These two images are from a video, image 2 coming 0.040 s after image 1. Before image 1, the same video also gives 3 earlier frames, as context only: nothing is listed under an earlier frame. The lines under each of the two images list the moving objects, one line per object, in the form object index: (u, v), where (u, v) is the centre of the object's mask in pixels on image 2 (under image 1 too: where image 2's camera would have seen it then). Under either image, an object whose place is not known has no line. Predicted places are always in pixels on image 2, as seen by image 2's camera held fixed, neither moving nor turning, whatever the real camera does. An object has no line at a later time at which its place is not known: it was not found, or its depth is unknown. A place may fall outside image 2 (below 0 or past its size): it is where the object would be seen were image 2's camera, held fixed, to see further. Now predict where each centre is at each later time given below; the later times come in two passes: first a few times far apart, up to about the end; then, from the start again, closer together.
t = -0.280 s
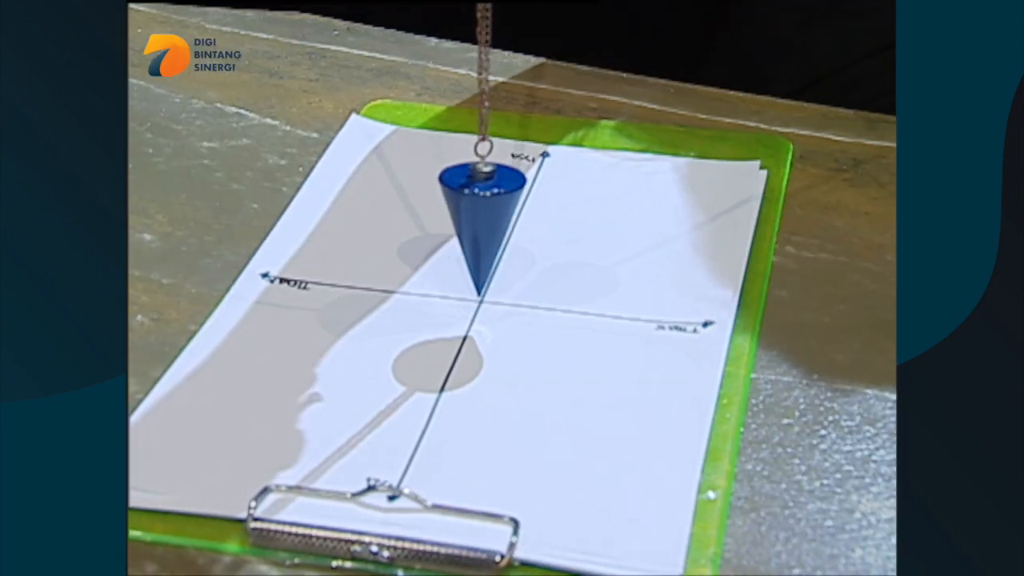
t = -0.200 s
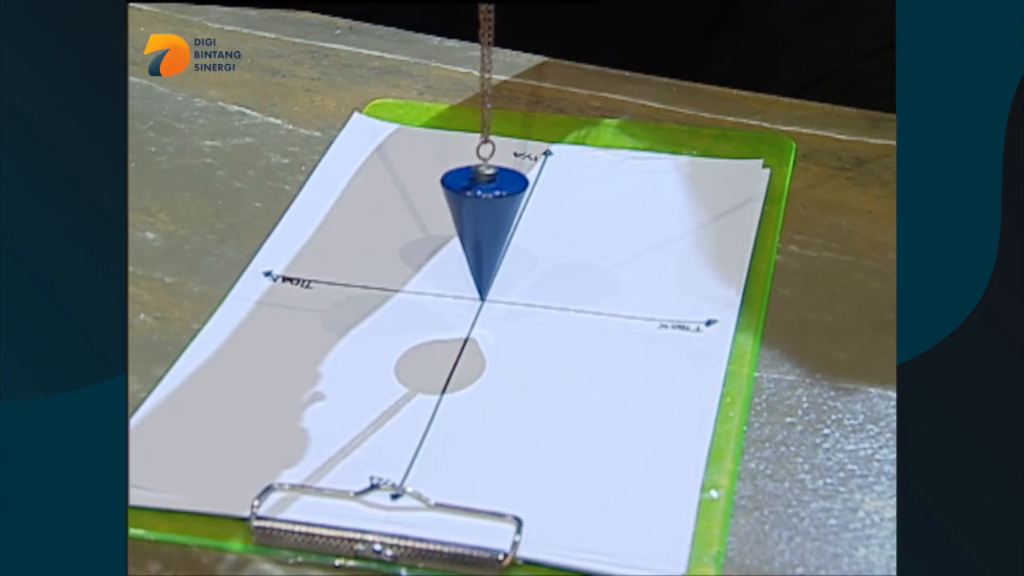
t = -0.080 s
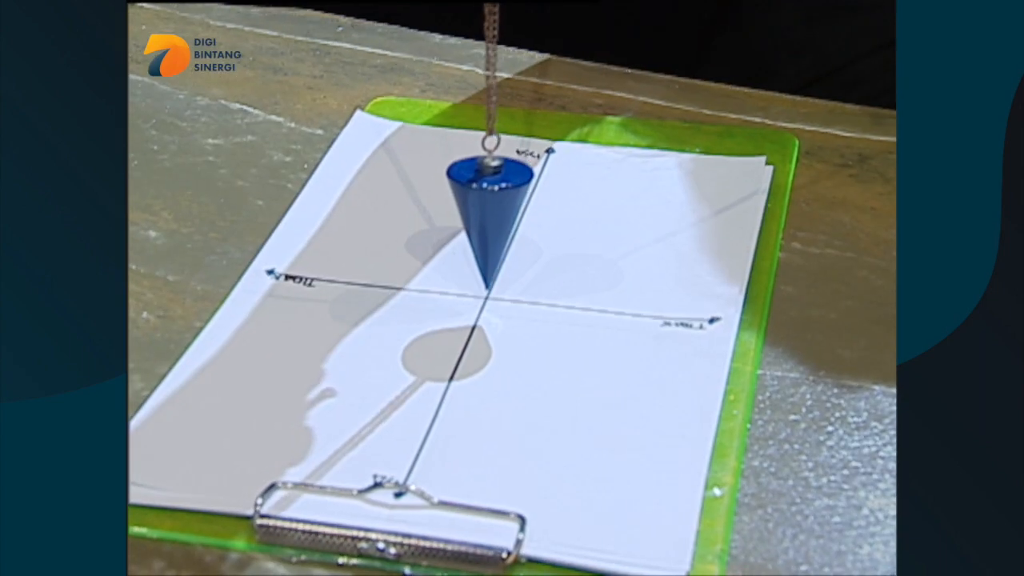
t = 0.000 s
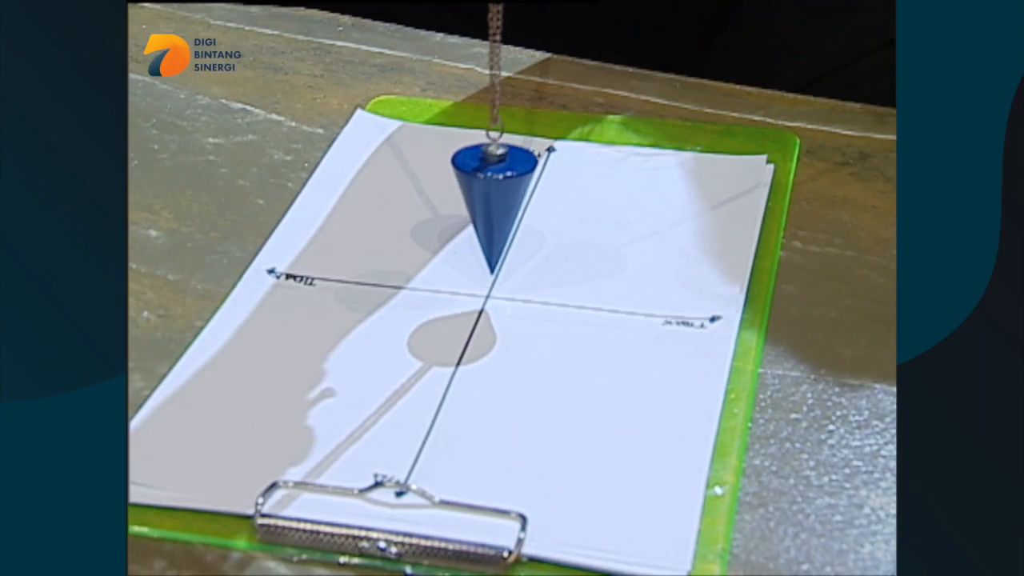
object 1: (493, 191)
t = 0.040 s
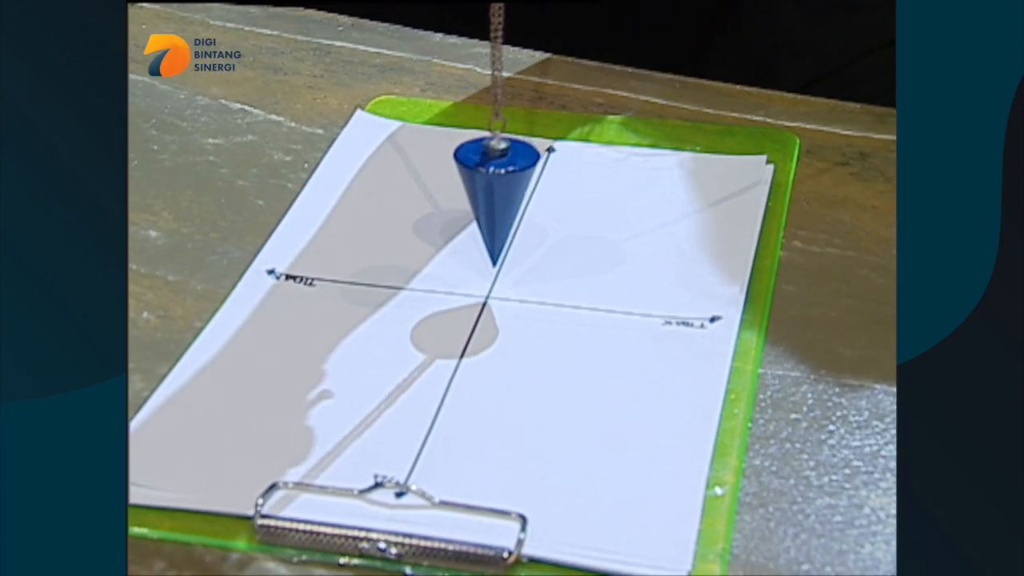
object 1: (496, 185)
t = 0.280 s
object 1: (507, 152)
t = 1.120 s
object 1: (494, 192)
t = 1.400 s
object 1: (509, 160)
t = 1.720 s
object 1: (488, 195)
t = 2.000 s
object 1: (483, 220)
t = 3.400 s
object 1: (509, 168)
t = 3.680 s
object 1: (505, 161)
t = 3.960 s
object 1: (483, 197)
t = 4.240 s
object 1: (488, 204)
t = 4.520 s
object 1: (509, 171)
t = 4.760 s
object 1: (503, 168)
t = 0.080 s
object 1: (498, 177)
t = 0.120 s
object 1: (500, 171)
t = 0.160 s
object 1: (503, 164)
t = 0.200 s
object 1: (504, 158)
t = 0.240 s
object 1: (506, 154)
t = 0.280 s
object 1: (507, 152)
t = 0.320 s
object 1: (507, 151)
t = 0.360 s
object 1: (506, 152)
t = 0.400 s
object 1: (505, 154)
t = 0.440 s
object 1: (503, 157)
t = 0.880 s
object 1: (478, 215)
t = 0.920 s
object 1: (479, 214)
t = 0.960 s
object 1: (481, 213)
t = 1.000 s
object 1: (484, 210)
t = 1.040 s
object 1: (487, 205)
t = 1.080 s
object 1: (491, 198)
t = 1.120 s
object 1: (494, 192)
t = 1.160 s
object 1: (498, 186)
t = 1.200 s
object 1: (502, 179)
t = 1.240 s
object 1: (504, 173)
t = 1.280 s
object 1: (507, 167)
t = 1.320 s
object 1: (508, 163)
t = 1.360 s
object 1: (509, 160)
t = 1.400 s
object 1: (509, 160)
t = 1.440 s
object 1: (508, 160)
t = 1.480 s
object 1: (506, 162)
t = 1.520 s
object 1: (504, 165)
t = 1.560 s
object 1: (502, 170)
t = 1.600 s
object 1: (498, 175)
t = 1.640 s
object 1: (495, 182)
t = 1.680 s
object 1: (491, 188)
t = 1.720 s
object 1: (488, 195)
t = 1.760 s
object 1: (485, 201)
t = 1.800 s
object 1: (483, 206)
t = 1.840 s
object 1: (481, 211)
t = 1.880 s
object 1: (480, 215)
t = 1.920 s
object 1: (480, 217)
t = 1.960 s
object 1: (481, 219)
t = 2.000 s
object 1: (483, 220)
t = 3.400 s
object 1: (509, 168)
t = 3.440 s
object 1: (511, 164)
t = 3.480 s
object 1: (512, 162)
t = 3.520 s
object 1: (513, 160)
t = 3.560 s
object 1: (512, 159)
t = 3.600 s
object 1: (510, 158)
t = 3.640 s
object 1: (508, 158)
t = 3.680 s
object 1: (505, 161)
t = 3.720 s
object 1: (503, 164)
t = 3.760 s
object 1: (499, 168)
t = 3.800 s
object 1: (496, 174)
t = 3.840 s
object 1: (492, 179)
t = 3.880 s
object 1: (489, 185)
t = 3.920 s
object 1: (486, 191)
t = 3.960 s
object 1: (483, 197)
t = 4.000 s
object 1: (482, 201)
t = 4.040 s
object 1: (481, 204)
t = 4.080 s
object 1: (481, 206)
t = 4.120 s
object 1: (482, 207)
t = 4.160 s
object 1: (483, 207)
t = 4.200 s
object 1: (486, 205)
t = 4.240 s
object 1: (488, 204)
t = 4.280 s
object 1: (492, 202)
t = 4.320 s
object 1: (495, 197)
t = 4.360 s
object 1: (499, 191)
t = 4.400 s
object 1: (502, 186)
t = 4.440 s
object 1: (505, 181)
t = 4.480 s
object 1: (507, 176)
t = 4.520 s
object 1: (509, 171)
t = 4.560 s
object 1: (510, 167)
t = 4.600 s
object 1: (510, 165)
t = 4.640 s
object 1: (510, 165)
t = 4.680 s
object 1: (508, 165)
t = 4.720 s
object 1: (506, 165)
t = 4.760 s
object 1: (503, 168)
